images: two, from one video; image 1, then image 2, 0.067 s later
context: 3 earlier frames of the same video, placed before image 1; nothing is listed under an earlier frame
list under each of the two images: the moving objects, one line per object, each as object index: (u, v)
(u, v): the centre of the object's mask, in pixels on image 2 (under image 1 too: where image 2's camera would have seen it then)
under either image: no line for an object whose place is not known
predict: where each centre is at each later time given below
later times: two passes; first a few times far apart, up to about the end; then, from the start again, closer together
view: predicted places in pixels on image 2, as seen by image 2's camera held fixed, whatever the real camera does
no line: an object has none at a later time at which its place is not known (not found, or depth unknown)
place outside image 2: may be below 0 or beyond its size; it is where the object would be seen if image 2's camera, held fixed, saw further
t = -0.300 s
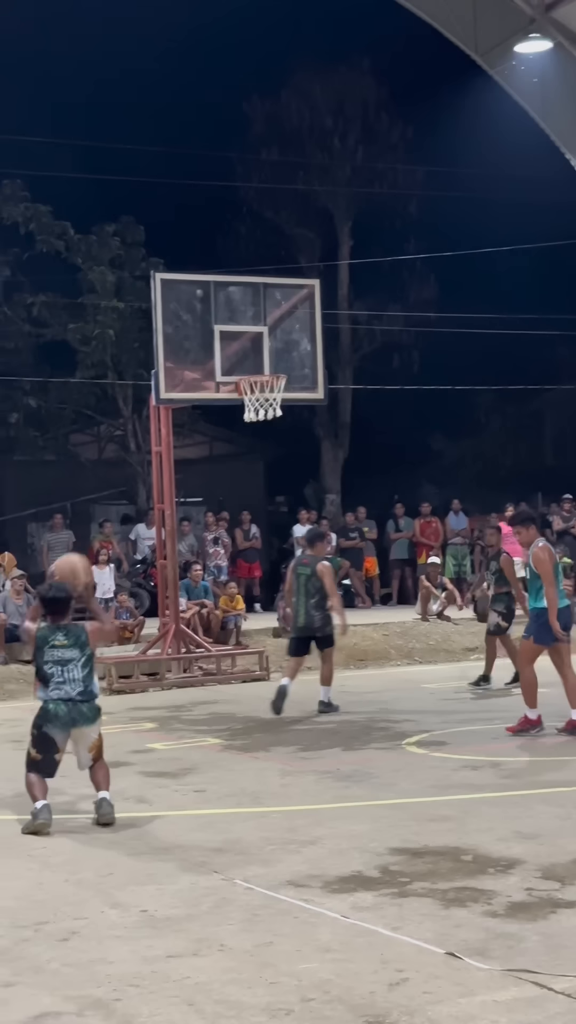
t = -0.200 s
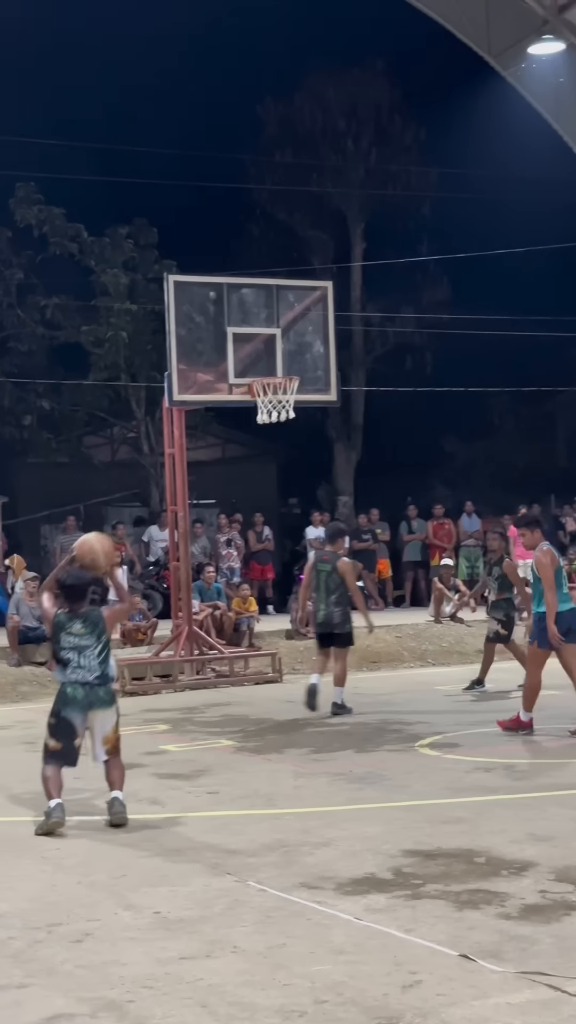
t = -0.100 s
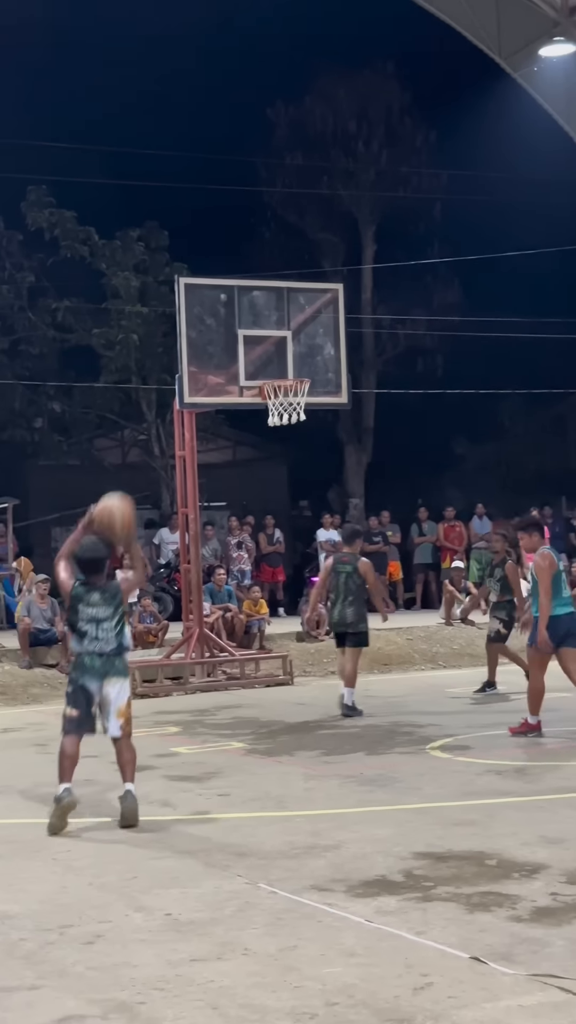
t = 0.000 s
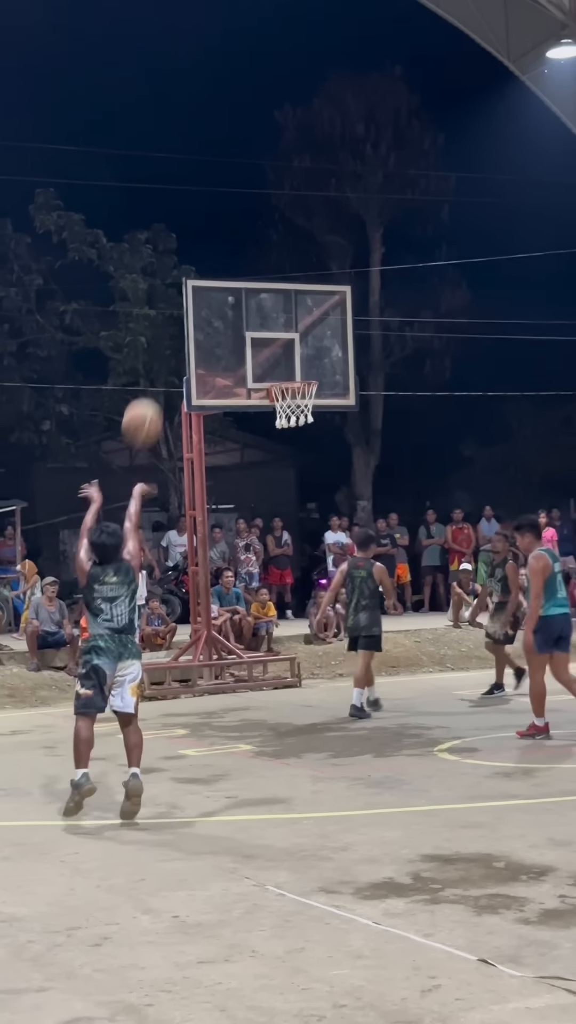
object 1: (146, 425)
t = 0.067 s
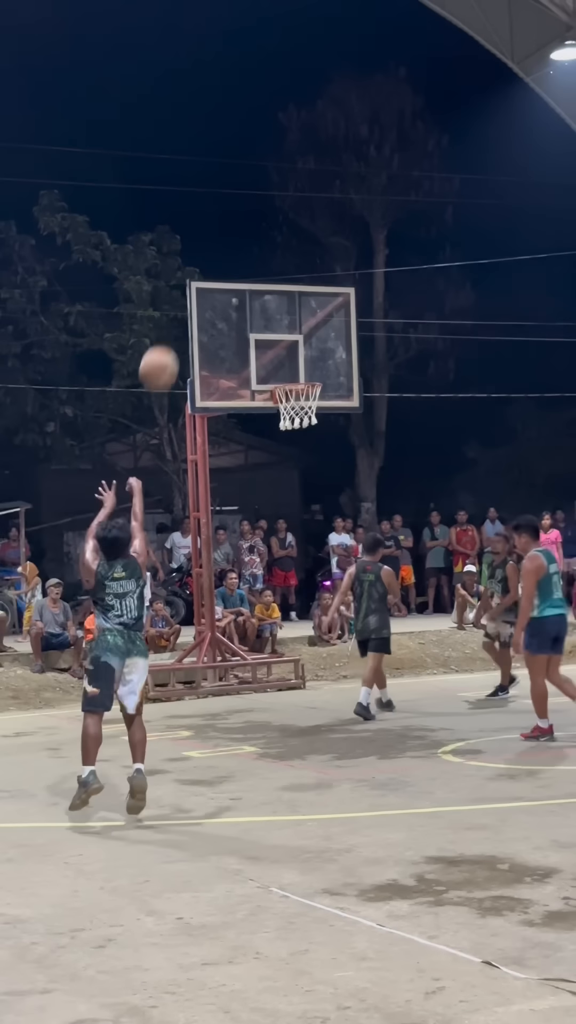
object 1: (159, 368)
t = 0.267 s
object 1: (195, 261)
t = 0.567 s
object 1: (241, 225)
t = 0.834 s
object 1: (274, 281)
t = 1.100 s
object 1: (299, 397)
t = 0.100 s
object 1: (165, 345)
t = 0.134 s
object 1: (171, 324)
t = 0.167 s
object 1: (177, 305)
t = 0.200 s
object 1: (183, 288)
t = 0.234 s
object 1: (189, 273)
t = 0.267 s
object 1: (195, 261)
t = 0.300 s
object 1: (201, 250)
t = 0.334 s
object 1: (206, 242)
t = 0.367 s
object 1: (211, 235)
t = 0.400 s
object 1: (217, 230)
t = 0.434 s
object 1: (222, 226)
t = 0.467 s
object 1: (227, 224)
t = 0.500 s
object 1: (232, 223)
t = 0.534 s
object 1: (236, 223)
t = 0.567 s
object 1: (241, 225)
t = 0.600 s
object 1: (245, 229)
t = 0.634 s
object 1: (250, 233)
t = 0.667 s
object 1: (254, 239)
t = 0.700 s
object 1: (258, 245)
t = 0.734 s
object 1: (262, 254)
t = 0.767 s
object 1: (267, 262)
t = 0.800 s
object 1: (271, 271)
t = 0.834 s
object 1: (274, 281)
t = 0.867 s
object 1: (278, 295)
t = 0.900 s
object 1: (282, 307)
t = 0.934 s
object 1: (285, 320)
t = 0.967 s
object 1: (289, 334)
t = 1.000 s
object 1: (292, 352)
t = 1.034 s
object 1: (295, 366)
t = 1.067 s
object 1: (299, 377)
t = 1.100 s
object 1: (299, 397)
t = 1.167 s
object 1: (304, 423)
